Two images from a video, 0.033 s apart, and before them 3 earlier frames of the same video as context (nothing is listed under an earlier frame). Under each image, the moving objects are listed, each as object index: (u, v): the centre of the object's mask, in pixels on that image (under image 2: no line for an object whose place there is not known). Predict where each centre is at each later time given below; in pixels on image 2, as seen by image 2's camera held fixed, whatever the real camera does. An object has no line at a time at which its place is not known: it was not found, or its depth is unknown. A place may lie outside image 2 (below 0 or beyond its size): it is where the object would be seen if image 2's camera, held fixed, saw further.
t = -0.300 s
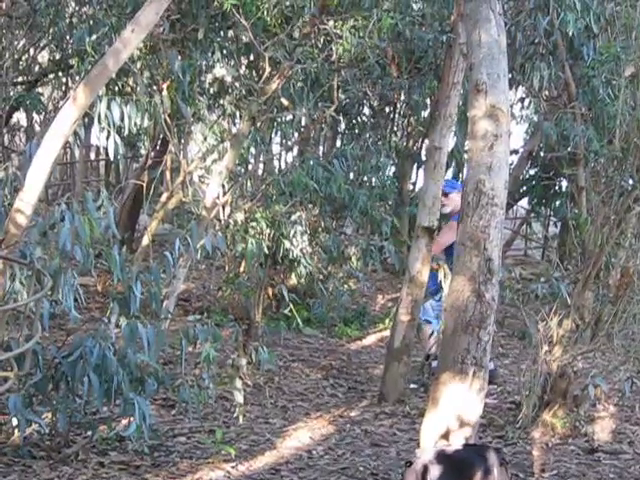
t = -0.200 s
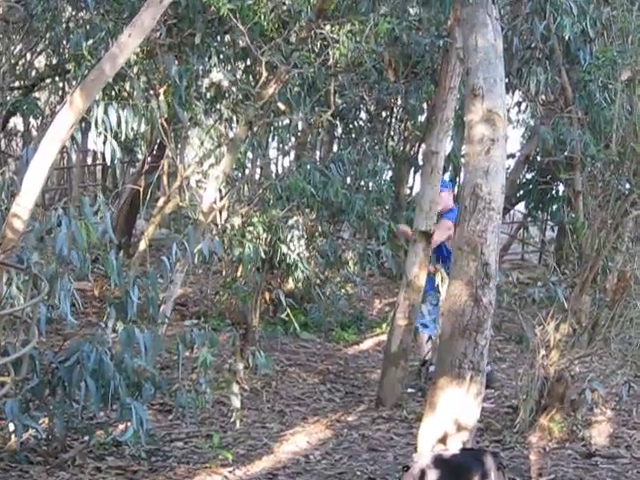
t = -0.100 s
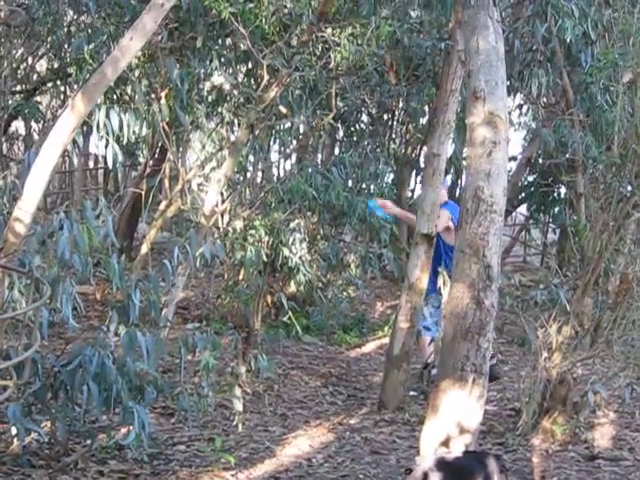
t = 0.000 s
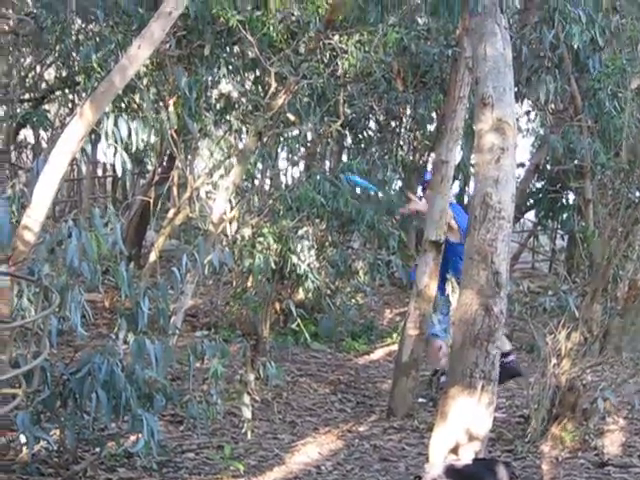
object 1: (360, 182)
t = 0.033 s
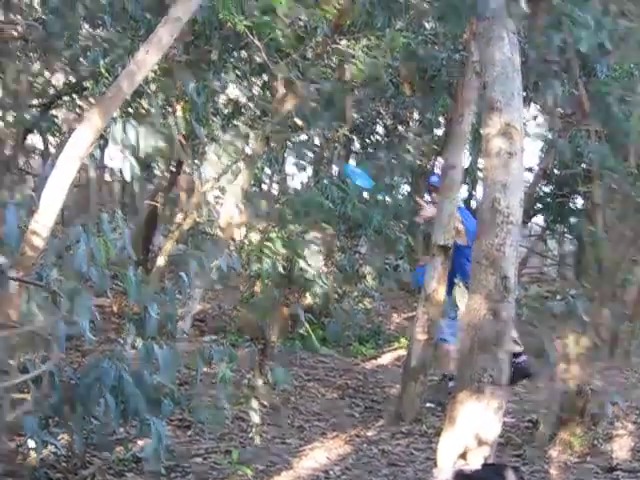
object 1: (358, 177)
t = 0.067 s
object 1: (348, 166)
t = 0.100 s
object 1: (339, 157)
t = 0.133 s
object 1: (325, 147)
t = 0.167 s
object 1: (319, 139)
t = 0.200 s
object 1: (309, 132)
